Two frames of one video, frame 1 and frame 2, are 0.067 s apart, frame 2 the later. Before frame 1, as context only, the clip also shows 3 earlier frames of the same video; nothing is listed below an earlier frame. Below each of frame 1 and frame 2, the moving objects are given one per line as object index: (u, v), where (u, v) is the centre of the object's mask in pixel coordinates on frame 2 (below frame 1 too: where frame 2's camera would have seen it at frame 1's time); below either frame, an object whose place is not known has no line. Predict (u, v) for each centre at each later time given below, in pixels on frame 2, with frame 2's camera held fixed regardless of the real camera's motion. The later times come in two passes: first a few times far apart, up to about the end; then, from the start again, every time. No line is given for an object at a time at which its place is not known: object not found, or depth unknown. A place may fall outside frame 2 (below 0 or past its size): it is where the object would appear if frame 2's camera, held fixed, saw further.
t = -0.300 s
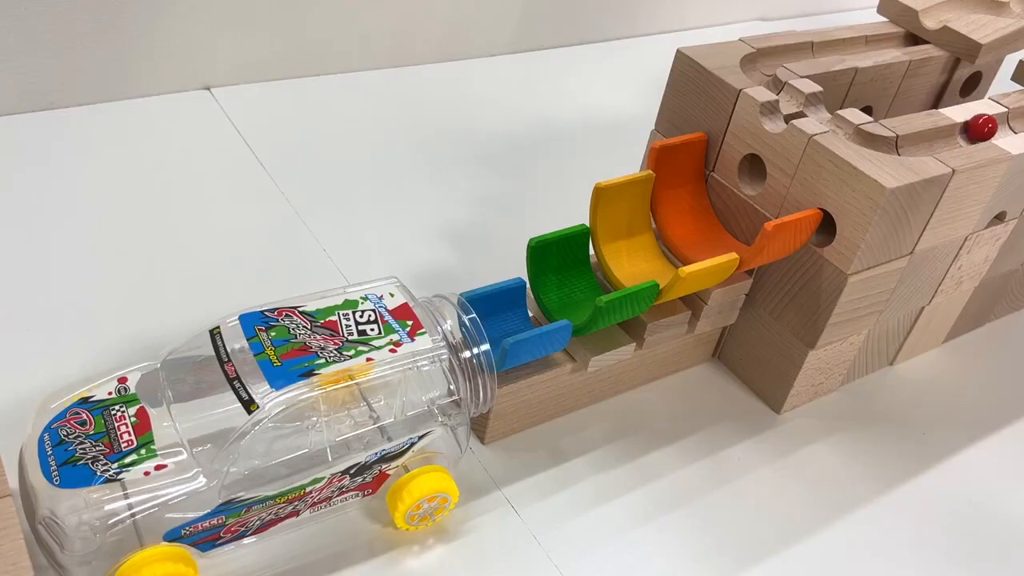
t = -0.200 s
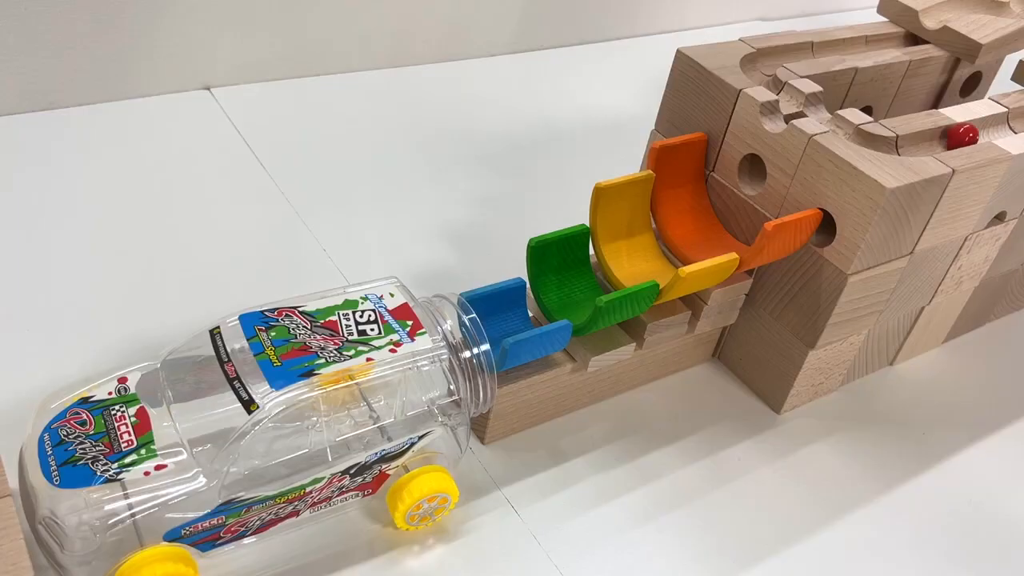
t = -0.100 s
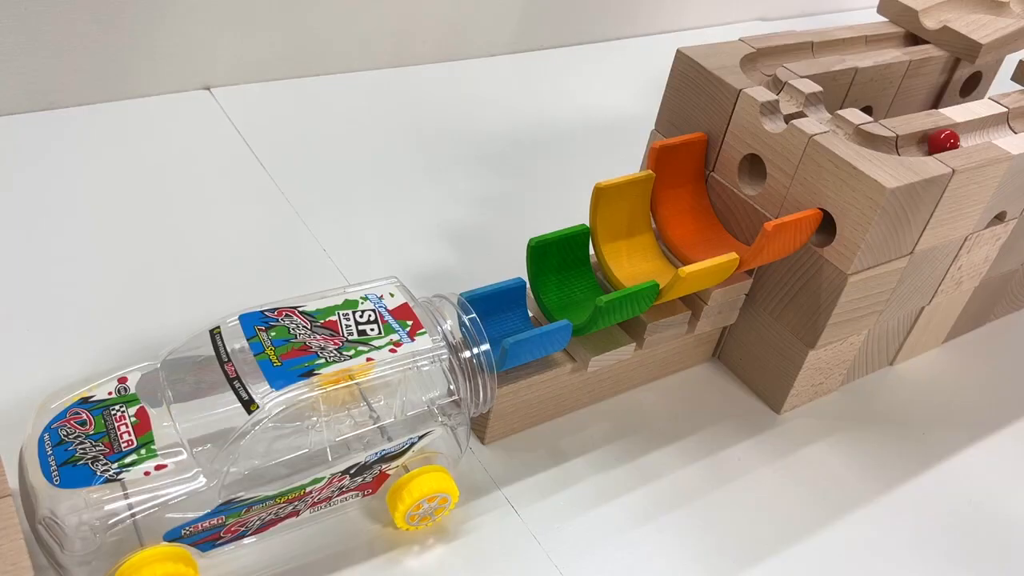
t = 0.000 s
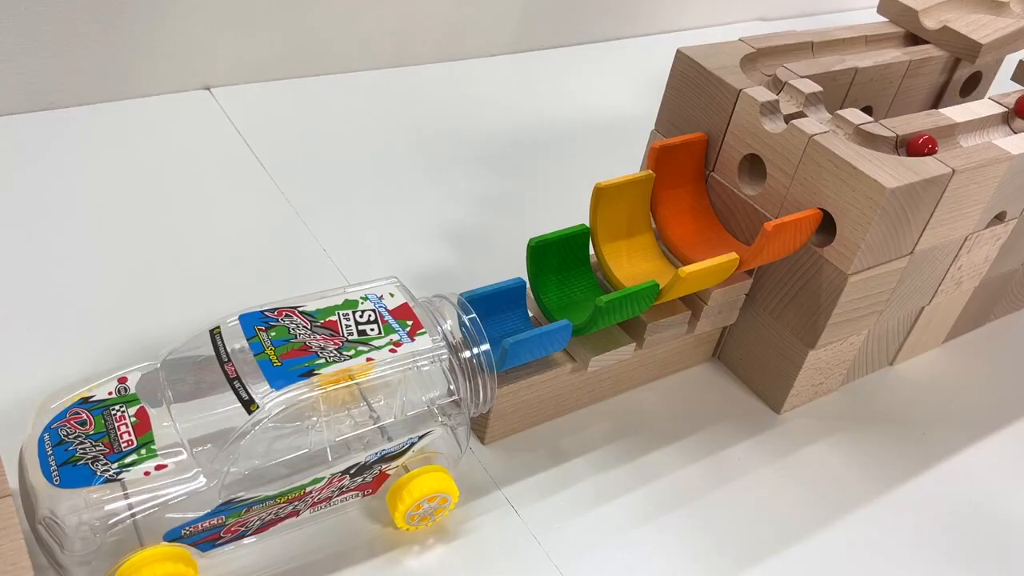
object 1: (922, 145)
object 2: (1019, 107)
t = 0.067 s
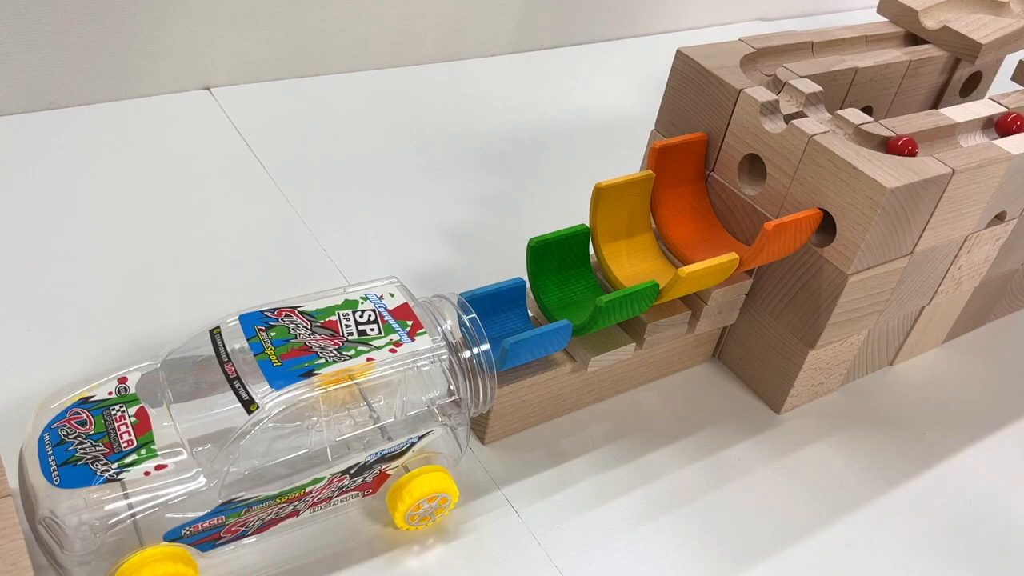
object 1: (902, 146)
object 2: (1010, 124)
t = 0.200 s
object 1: (861, 137)
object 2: (969, 135)
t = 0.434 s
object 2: (898, 146)
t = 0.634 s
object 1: (713, 232)
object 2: (825, 115)
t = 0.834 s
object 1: (584, 285)
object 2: (755, 172)
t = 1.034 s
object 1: (474, 346)
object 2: (657, 272)
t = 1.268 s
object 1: (336, 410)
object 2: (509, 328)
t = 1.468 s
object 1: (268, 398)
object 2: (381, 391)
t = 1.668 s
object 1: (235, 415)
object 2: (317, 394)
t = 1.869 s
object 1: (198, 416)
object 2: (273, 400)
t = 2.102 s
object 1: (162, 429)
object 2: (245, 410)
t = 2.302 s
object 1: (160, 430)
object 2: (227, 408)
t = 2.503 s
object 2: (204, 414)
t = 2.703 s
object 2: (183, 418)
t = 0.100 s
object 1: (893, 145)
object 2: (994, 128)
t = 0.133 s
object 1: (883, 144)
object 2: (983, 129)
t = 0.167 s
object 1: (872, 141)
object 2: (976, 133)
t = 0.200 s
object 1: (861, 137)
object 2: (969, 135)
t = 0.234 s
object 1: (850, 132)
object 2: (956, 136)
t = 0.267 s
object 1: (843, 128)
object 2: (946, 139)
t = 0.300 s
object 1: (837, 123)
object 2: (939, 142)
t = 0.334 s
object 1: (830, 118)
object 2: (928, 144)
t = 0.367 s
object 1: (819, 113)
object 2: (917, 145)
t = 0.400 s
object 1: (805, 112)
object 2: (908, 146)
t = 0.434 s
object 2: (898, 146)
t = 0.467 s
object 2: (883, 144)
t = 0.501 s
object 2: (868, 139)
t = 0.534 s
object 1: (760, 166)
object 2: (854, 134)
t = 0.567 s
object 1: (753, 174)
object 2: (844, 128)
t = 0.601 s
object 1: (735, 199)
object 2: (835, 122)
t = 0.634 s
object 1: (713, 232)
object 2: (825, 115)
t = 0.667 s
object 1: (700, 232)
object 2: (810, 112)
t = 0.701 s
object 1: (683, 249)
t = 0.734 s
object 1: (659, 267)
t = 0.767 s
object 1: (635, 271)
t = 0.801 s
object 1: (609, 274)
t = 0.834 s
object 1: (584, 285)
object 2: (755, 172)
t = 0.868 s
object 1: (565, 291)
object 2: (745, 180)
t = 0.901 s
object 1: (548, 300)
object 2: (724, 200)
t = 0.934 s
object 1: (528, 319)
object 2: (699, 231)
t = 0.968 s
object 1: (510, 329)
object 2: (692, 238)
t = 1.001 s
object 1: (496, 340)
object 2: (676, 261)
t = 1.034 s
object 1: (474, 346)
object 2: (657, 272)
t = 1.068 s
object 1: (444, 378)
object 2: (632, 275)
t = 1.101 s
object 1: (412, 411)
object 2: (604, 283)
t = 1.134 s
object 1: (391, 406)
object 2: (579, 286)
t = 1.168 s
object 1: (382, 400)
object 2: (558, 291)
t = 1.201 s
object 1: (370, 404)
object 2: (540, 299)
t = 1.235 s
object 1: (353, 412)
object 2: (521, 320)
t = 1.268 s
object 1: (336, 410)
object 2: (509, 328)
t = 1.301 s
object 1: (322, 412)
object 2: (497, 338)
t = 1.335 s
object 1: (309, 411)
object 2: (482, 353)
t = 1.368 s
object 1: (298, 408)
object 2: (448, 382)
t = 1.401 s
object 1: (287, 406)
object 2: (417, 405)
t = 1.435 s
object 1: (276, 401)
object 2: (389, 404)
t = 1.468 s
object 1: (268, 398)
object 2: (381, 391)
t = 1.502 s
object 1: (266, 402)
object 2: (370, 389)
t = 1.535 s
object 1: (263, 407)
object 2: (358, 384)
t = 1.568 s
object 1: (260, 411)
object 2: (345, 384)
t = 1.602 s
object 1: (248, 416)
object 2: (331, 383)
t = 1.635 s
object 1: (242, 415)
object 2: (324, 390)
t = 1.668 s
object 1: (235, 415)
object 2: (317, 394)
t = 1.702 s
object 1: (230, 413)
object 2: (307, 396)
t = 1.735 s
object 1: (223, 412)
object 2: (300, 399)
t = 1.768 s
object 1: (216, 411)
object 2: (289, 397)
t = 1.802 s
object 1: (211, 413)
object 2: (278, 397)
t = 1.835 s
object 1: (205, 414)
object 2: (275, 398)
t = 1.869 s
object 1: (198, 416)
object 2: (273, 400)
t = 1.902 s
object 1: (192, 417)
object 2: (270, 400)
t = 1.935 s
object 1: (188, 418)
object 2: (267, 399)
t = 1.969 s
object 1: (179, 421)
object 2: (264, 397)
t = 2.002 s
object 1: (172, 423)
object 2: (263, 398)
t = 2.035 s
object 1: (167, 425)
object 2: (262, 399)
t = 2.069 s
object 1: (166, 427)
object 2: (254, 402)
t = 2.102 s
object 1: (162, 429)
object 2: (245, 410)
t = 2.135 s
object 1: (162, 430)
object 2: (244, 408)
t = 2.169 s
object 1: (161, 430)
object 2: (236, 408)
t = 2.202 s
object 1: (161, 430)
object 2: (233, 408)
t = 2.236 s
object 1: (161, 430)
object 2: (232, 407)
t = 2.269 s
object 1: (161, 430)
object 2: (229, 408)
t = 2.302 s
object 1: (160, 430)
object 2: (227, 408)
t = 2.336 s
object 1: (160, 431)
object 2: (224, 408)
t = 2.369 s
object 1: (160, 431)
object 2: (221, 409)
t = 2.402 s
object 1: (159, 431)
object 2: (217, 410)
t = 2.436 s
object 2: (213, 411)
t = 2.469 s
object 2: (208, 413)
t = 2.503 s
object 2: (204, 414)
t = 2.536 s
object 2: (199, 415)
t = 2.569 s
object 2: (195, 416)
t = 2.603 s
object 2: (190, 417)
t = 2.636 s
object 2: (187, 418)
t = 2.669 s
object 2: (185, 418)
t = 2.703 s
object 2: (183, 418)
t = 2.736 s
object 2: (169, 423)
